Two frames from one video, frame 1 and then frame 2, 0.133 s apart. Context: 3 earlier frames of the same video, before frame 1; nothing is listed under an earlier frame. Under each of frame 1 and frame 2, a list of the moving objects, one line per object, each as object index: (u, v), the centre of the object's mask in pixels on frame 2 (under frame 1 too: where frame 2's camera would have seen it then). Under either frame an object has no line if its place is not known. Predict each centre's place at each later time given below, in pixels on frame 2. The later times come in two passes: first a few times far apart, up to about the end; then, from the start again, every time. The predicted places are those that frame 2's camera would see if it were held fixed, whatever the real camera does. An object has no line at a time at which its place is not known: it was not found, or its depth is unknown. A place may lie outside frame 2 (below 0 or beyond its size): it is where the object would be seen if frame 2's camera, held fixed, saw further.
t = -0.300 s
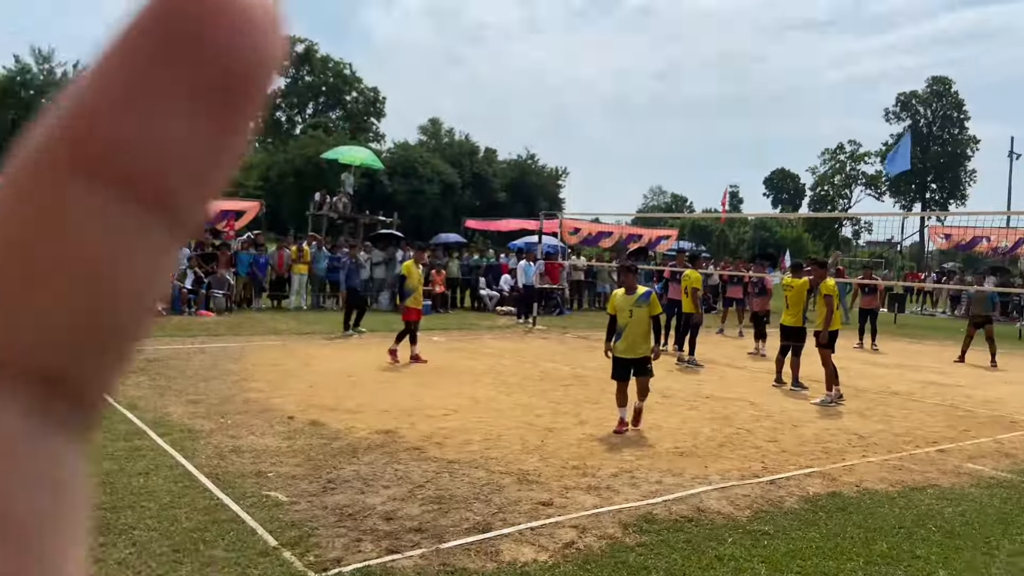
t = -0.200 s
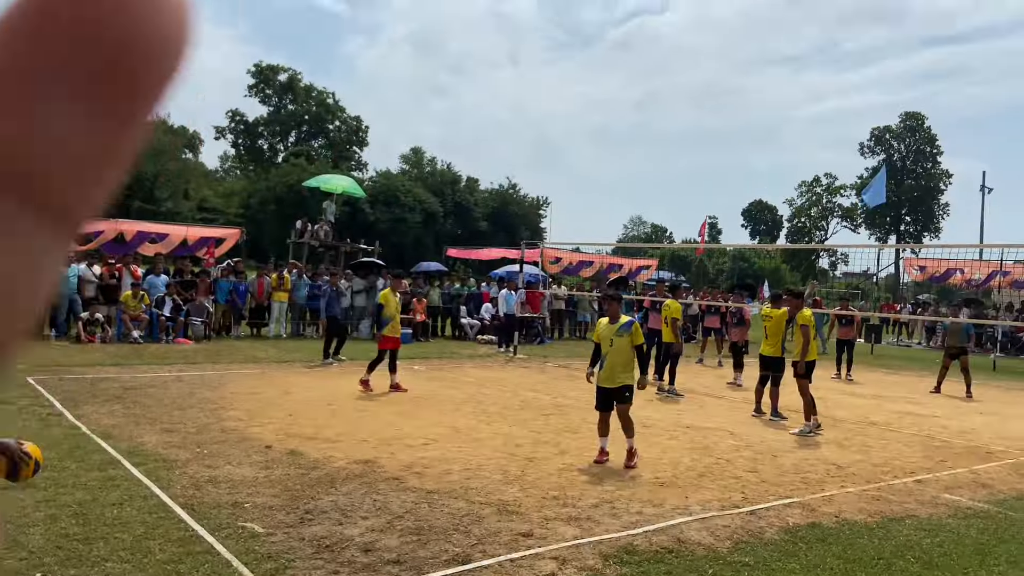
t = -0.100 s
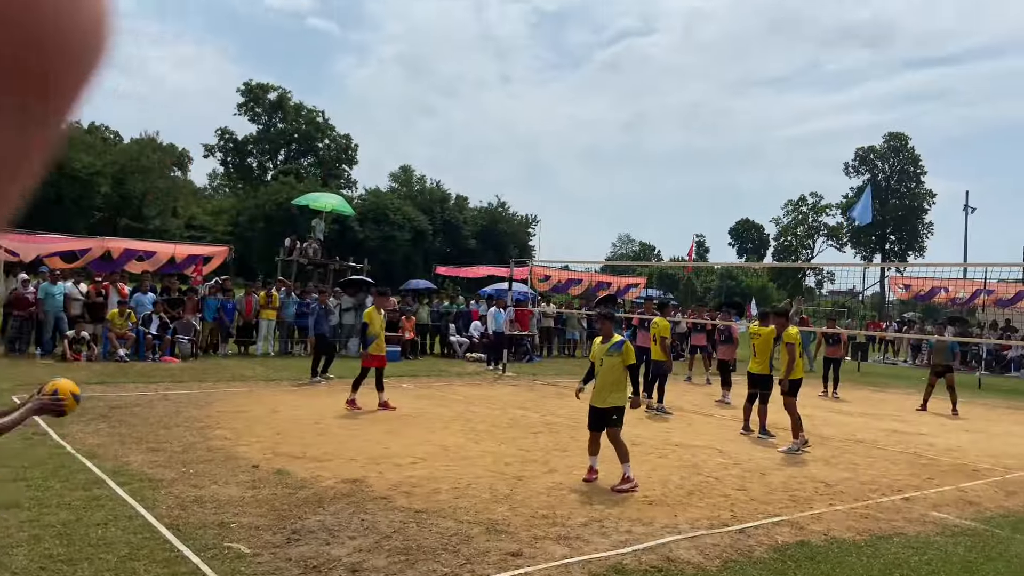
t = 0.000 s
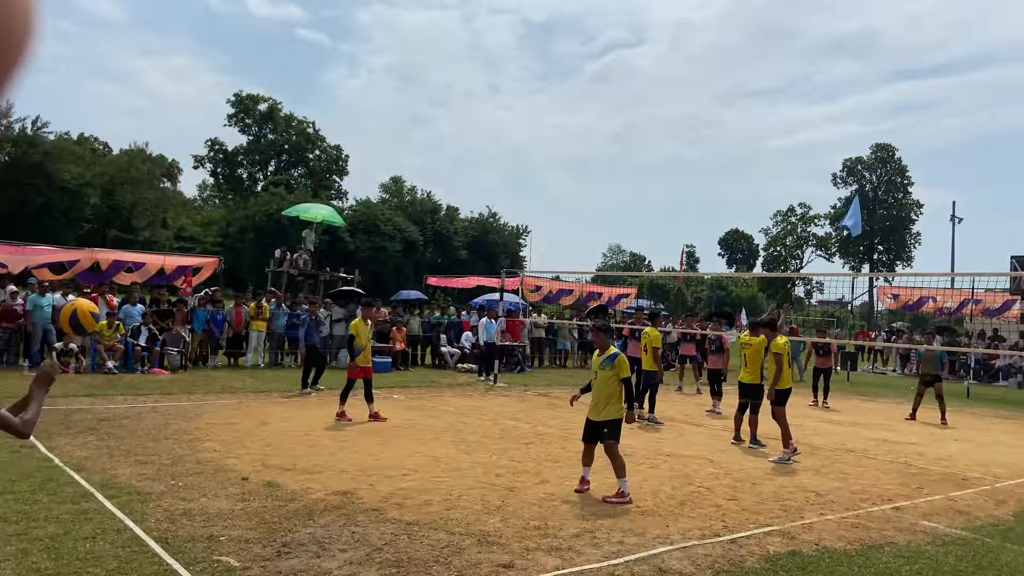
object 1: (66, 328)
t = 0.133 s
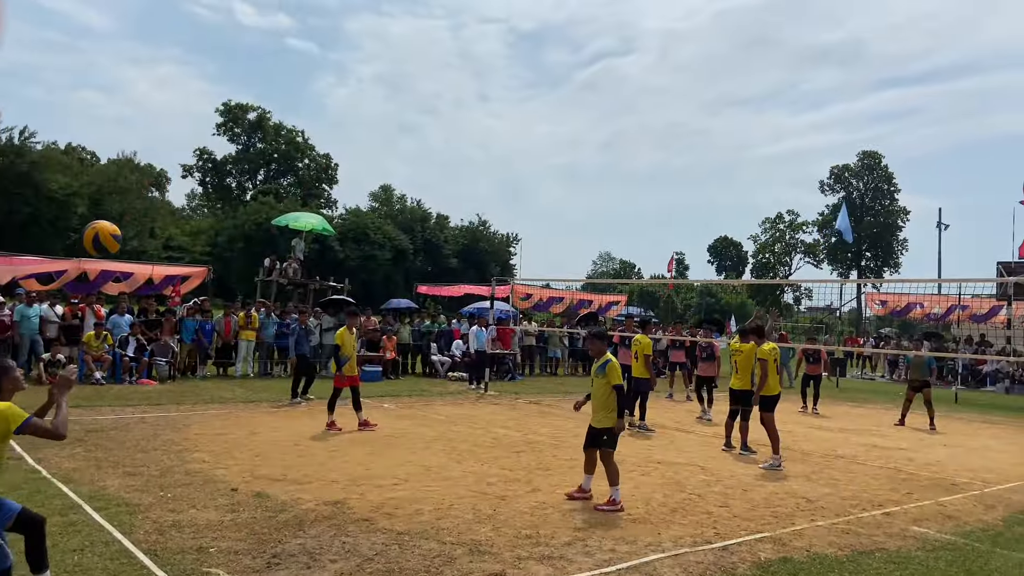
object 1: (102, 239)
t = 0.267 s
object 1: (132, 186)
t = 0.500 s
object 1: (175, 169)
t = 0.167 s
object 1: (110, 222)
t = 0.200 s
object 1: (117, 208)
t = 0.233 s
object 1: (125, 196)
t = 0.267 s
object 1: (132, 186)
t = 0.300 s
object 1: (139, 178)
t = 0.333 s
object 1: (146, 172)
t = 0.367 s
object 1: (152, 169)
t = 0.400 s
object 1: (158, 166)
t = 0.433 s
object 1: (164, 165)
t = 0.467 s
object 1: (170, 166)
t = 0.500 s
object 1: (175, 169)
